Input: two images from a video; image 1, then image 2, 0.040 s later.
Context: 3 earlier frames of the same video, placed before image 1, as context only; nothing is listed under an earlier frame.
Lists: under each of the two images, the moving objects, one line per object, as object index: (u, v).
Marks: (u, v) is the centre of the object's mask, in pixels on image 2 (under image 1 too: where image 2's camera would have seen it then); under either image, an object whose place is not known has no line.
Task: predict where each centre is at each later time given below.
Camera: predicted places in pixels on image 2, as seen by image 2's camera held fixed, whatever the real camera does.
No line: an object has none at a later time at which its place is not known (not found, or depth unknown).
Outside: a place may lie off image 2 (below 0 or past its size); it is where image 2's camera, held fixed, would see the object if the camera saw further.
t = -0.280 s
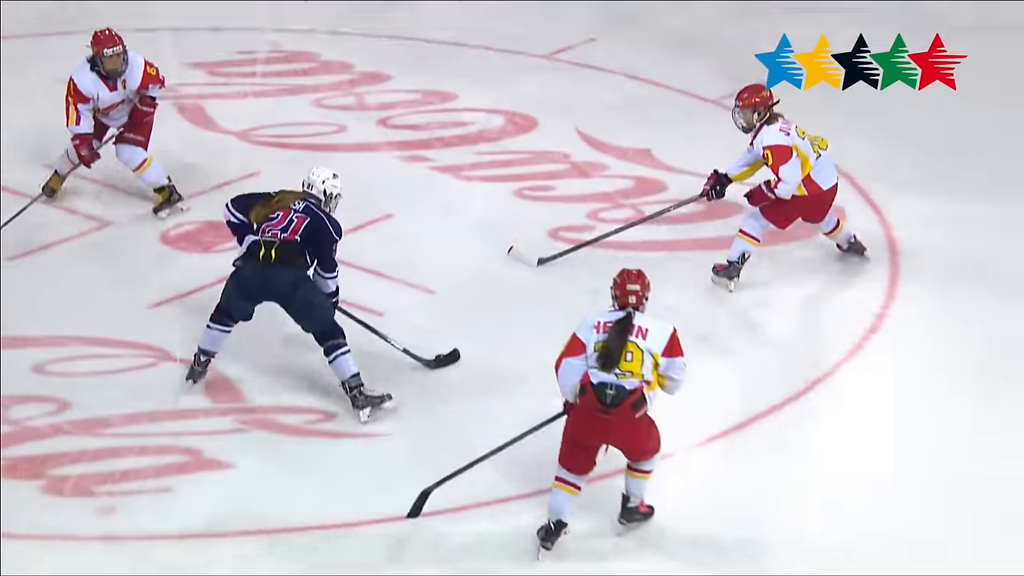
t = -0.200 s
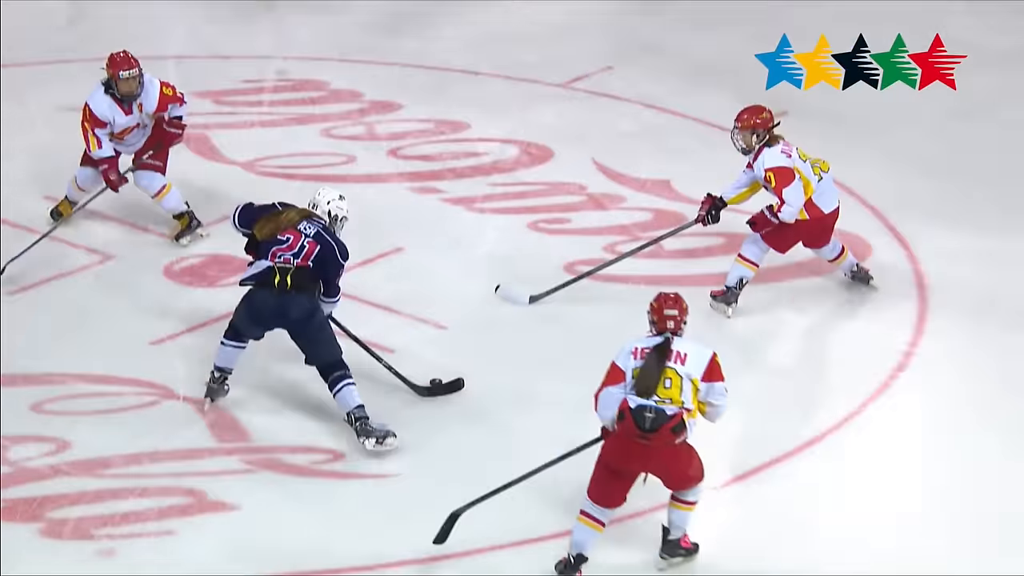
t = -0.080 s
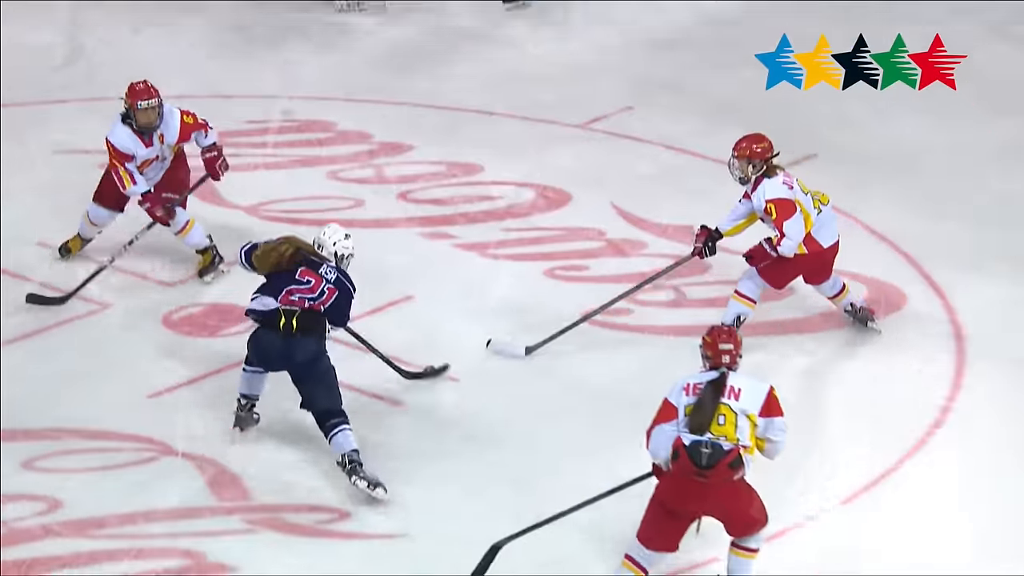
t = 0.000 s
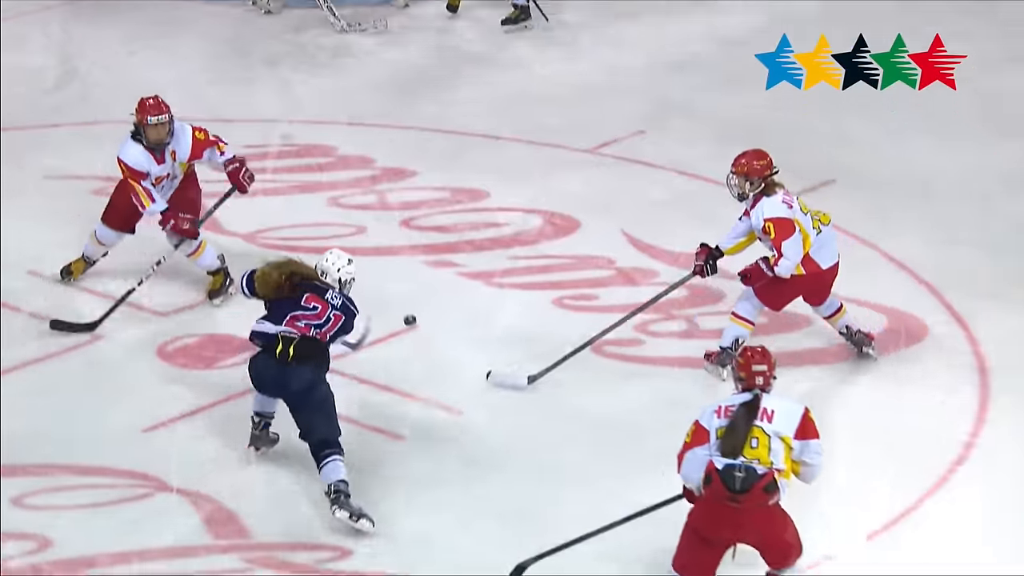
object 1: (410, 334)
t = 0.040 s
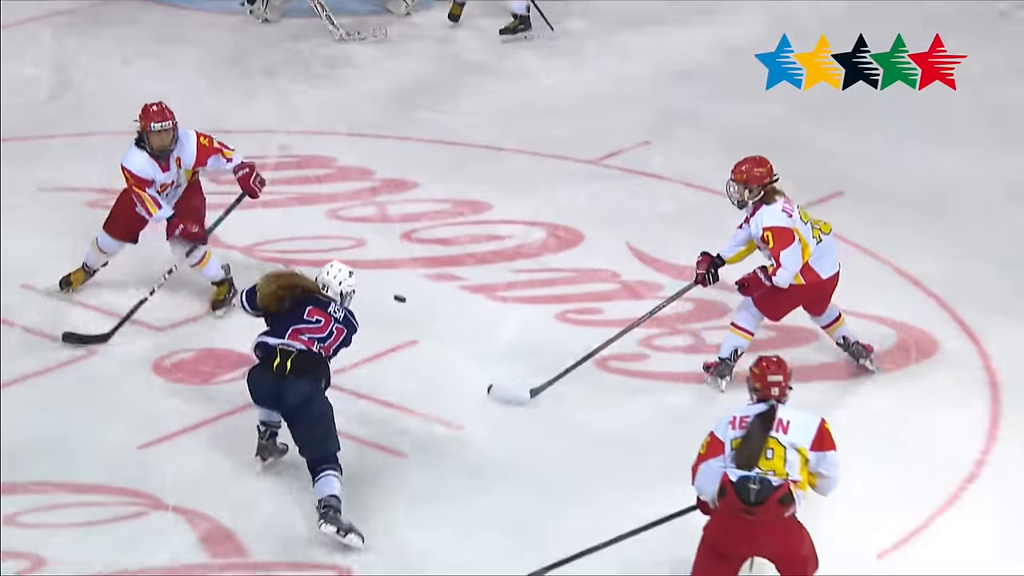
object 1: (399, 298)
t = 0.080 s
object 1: (393, 275)
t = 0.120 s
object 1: (386, 253)
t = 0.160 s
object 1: (380, 232)
